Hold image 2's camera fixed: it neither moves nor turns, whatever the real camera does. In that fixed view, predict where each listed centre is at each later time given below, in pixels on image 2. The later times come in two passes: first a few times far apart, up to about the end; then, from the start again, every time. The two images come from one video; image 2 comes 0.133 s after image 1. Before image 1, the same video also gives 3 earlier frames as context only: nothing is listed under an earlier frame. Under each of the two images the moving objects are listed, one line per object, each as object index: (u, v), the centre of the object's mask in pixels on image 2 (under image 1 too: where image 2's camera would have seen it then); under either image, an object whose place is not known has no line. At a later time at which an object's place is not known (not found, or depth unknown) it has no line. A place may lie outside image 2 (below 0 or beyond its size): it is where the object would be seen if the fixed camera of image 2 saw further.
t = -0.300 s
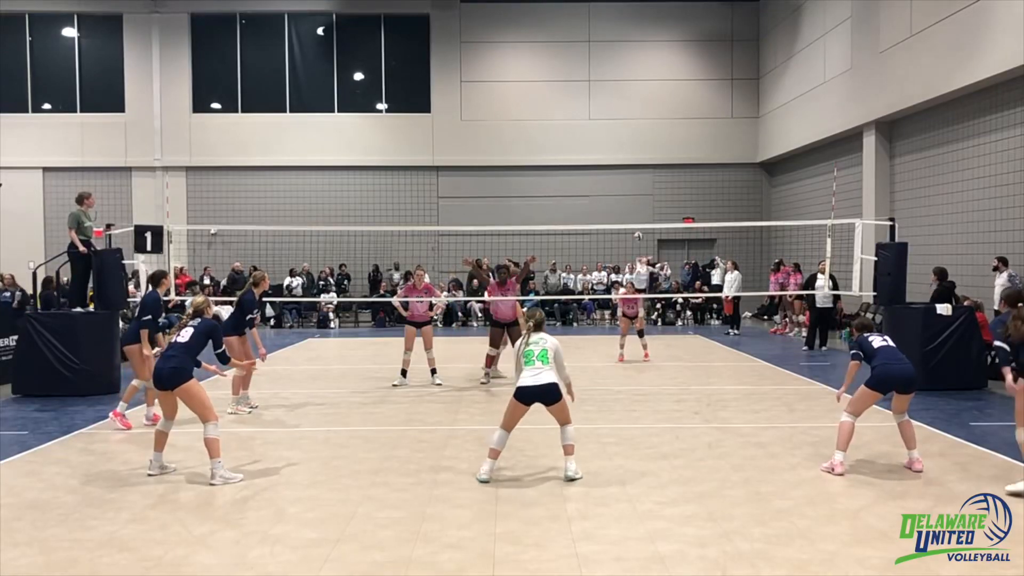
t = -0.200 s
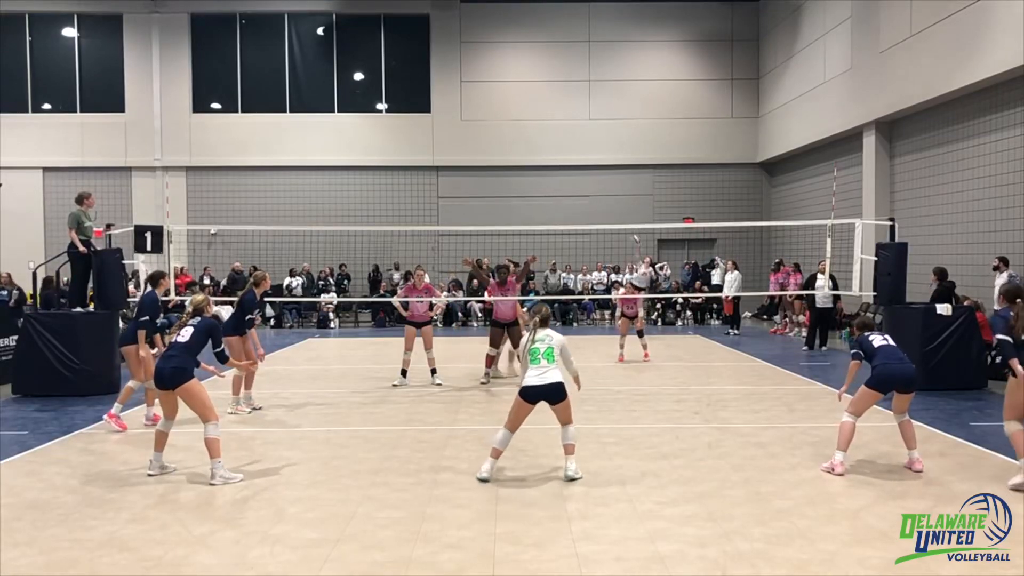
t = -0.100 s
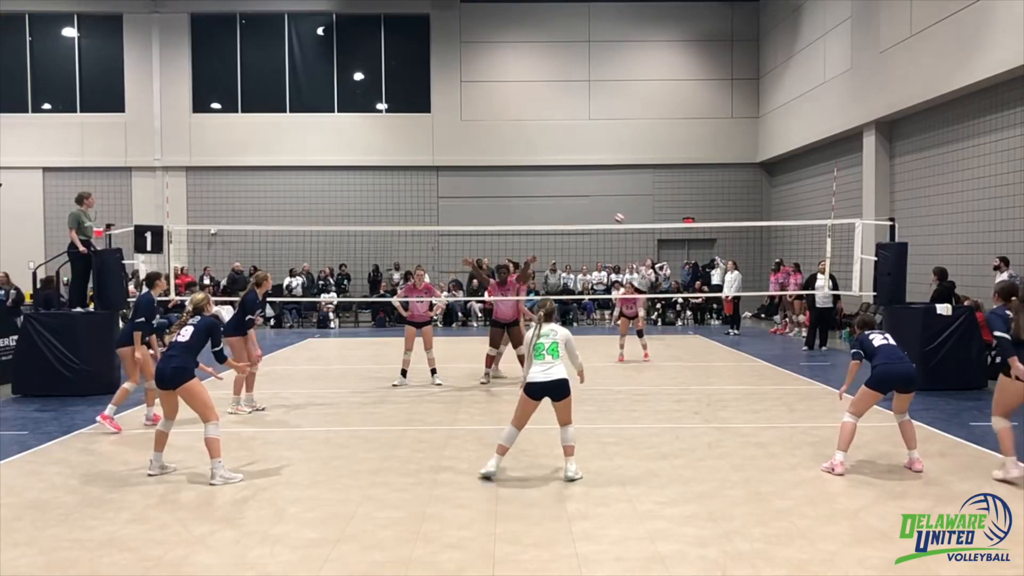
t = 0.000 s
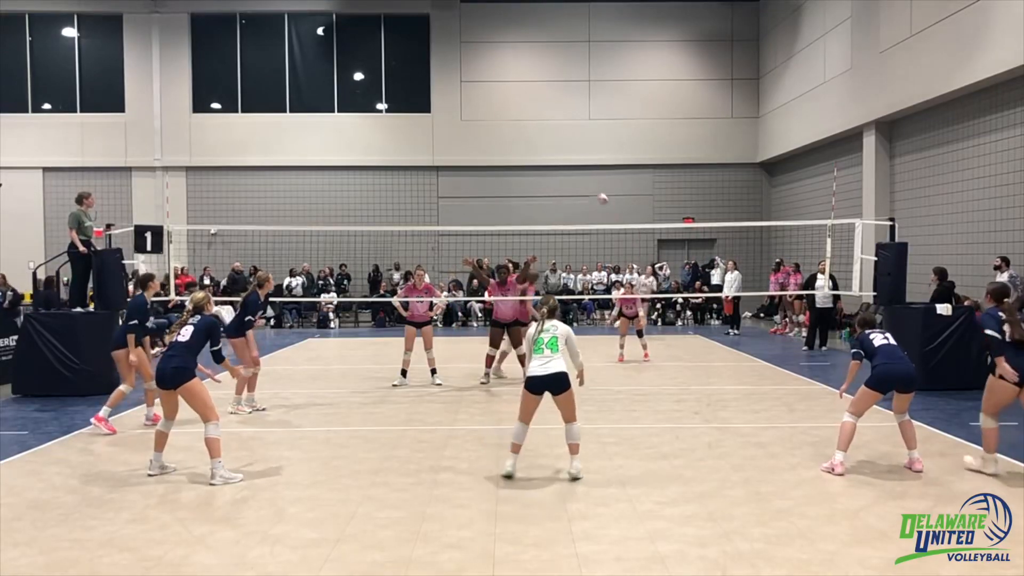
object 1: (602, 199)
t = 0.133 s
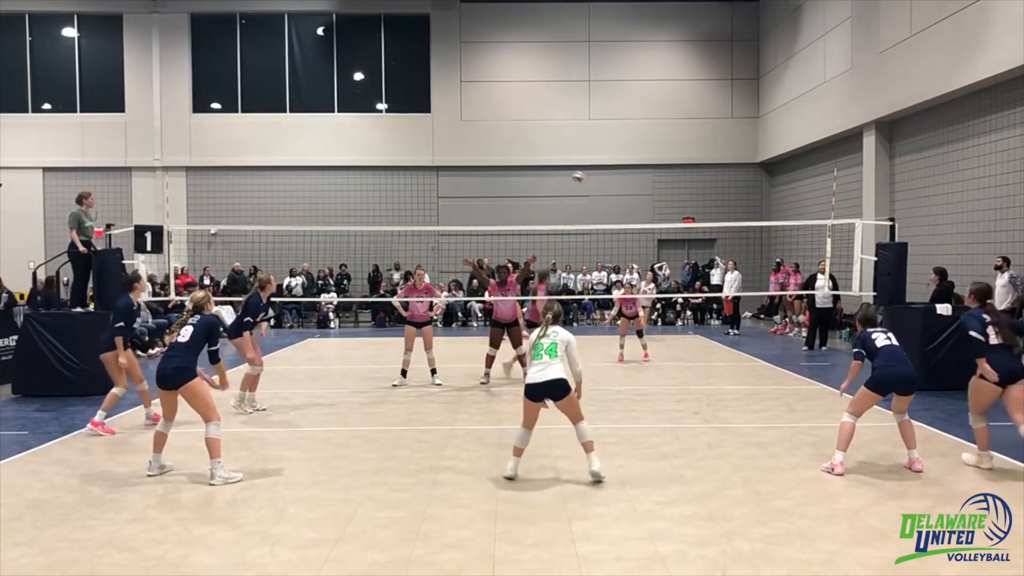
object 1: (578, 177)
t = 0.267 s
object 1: (552, 162)
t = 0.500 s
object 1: (499, 148)
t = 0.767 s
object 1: (425, 178)
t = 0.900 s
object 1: (378, 220)
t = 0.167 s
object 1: (572, 172)
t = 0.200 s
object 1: (565, 169)
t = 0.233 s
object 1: (558, 165)
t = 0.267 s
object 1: (552, 162)
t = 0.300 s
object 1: (544, 158)
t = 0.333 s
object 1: (538, 155)
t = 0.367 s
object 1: (530, 153)
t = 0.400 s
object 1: (522, 151)
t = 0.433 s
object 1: (515, 150)
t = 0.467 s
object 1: (507, 149)
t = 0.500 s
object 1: (499, 148)
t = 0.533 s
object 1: (490, 149)
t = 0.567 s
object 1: (481, 150)
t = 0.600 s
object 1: (473, 152)
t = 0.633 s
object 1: (464, 155)
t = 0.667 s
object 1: (454, 161)
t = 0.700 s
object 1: (445, 166)
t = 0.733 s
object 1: (435, 171)
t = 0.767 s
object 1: (425, 178)
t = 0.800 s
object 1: (413, 187)
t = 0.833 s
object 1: (403, 197)
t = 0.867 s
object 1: (391, 208)
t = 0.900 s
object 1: (378, 220)
